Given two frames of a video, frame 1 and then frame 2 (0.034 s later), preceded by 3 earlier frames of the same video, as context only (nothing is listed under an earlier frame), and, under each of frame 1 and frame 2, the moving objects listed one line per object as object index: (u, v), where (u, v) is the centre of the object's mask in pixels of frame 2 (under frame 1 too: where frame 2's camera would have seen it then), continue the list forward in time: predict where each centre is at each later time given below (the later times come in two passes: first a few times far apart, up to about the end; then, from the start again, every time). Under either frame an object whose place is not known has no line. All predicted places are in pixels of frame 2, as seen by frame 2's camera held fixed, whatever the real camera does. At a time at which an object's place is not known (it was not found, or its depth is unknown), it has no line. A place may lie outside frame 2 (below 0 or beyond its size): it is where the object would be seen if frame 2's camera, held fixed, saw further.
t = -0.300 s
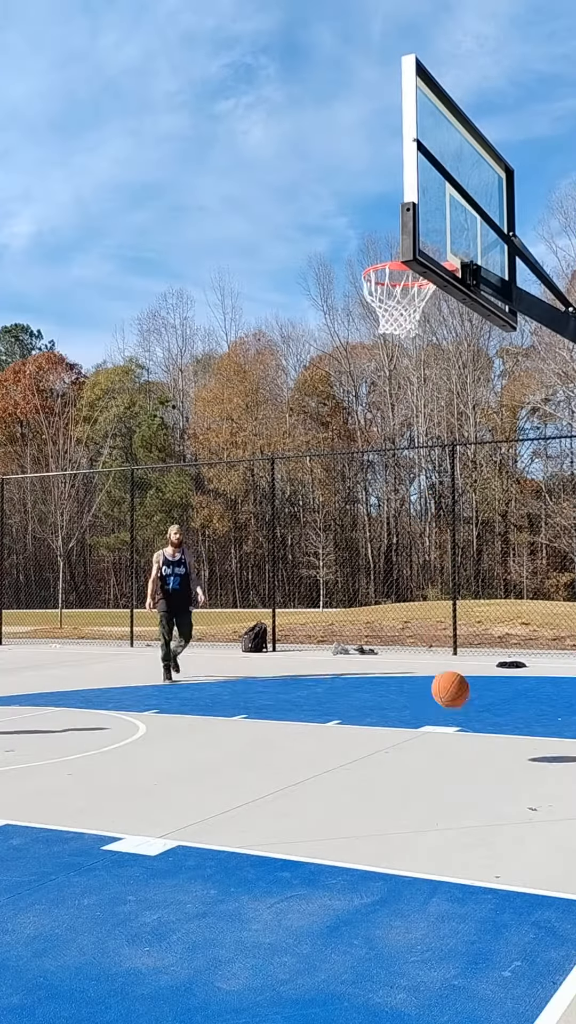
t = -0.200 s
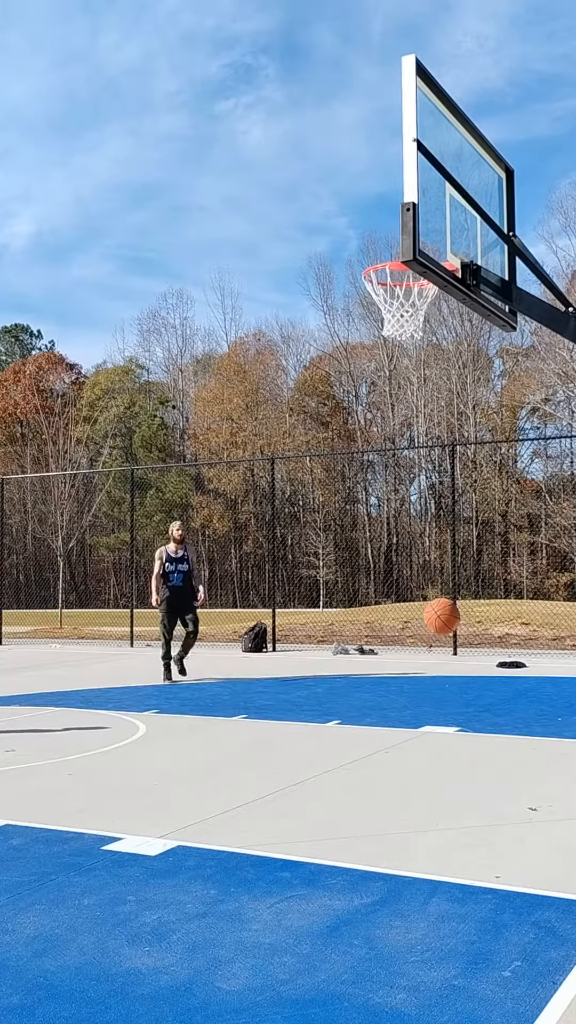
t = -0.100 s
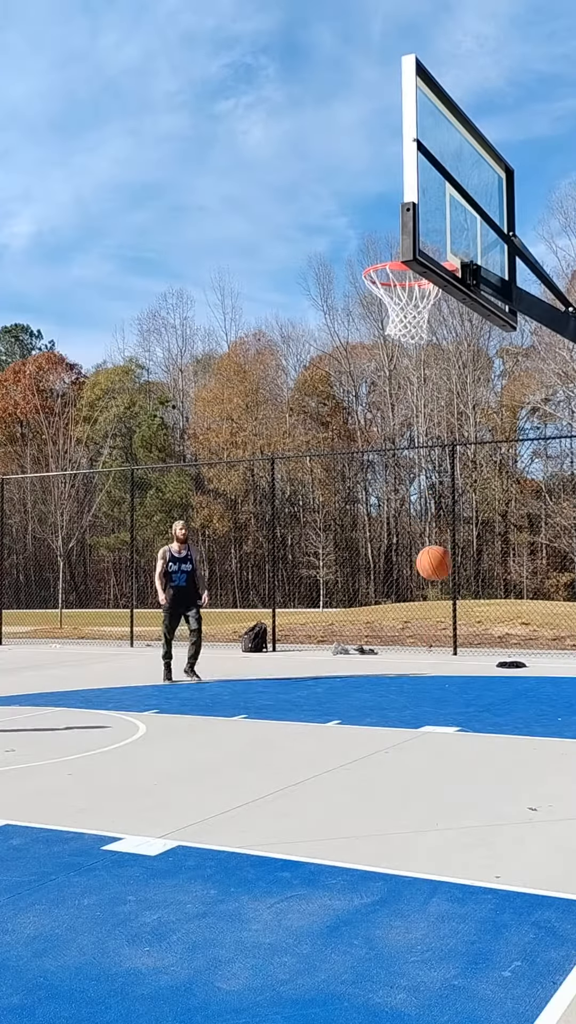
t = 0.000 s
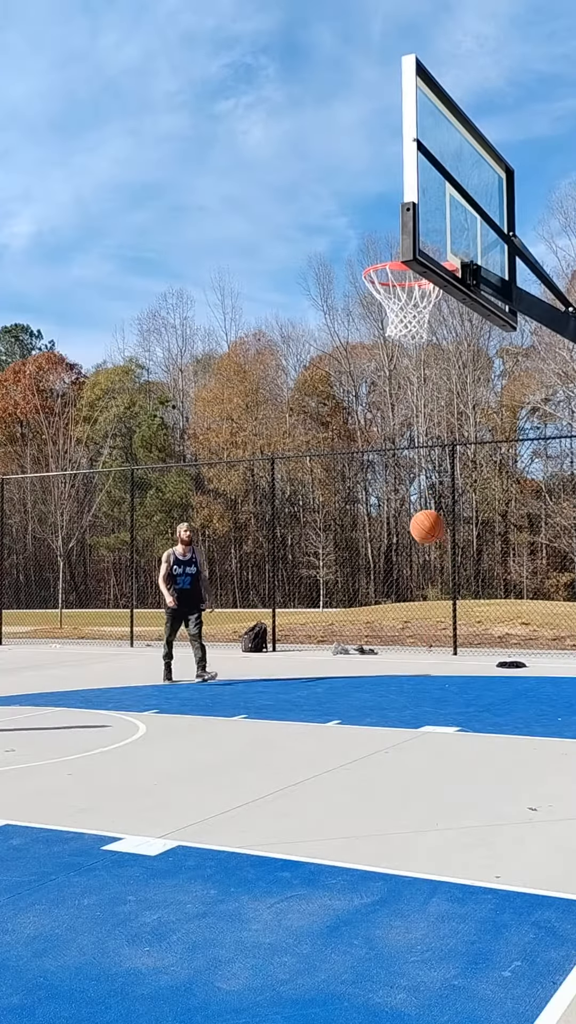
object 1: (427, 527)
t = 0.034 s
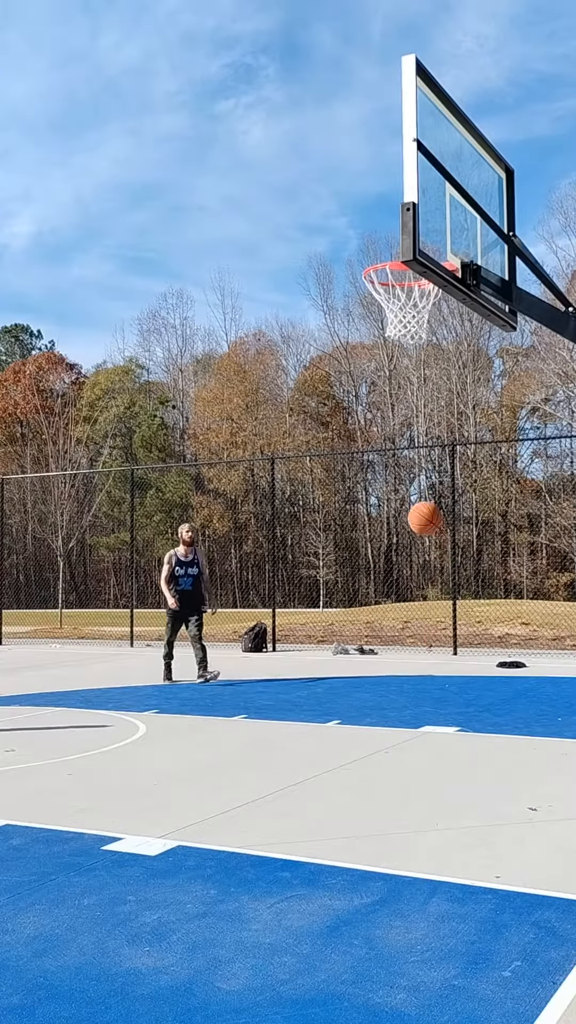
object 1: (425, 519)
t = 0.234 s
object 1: (413, 500)
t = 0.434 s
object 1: (404, 532)
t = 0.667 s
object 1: (394, 623)
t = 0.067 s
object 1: (422, 512)
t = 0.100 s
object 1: (421, 506)
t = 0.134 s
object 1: (419, 503)
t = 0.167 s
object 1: (417, 501)
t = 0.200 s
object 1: (415, 500)
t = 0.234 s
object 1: (413, 500)
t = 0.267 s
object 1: (412, 502)
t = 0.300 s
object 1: (410, 506)
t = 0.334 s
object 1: (408, 510)
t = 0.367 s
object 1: (407, 516)
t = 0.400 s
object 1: (405, 523)
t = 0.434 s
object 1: (404, 532)
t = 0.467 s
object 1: (402, 542)
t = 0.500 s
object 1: (400, 552)
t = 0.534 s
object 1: (399, 564)
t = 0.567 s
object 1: (397, 578)
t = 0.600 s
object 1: (396, 591)
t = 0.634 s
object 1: (395, 607)
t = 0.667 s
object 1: (394, 623)
